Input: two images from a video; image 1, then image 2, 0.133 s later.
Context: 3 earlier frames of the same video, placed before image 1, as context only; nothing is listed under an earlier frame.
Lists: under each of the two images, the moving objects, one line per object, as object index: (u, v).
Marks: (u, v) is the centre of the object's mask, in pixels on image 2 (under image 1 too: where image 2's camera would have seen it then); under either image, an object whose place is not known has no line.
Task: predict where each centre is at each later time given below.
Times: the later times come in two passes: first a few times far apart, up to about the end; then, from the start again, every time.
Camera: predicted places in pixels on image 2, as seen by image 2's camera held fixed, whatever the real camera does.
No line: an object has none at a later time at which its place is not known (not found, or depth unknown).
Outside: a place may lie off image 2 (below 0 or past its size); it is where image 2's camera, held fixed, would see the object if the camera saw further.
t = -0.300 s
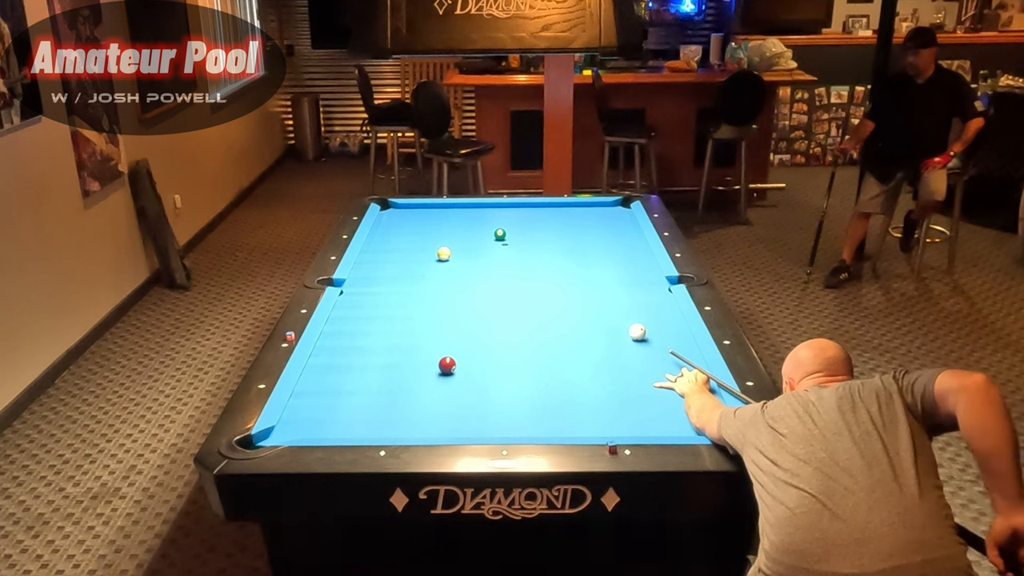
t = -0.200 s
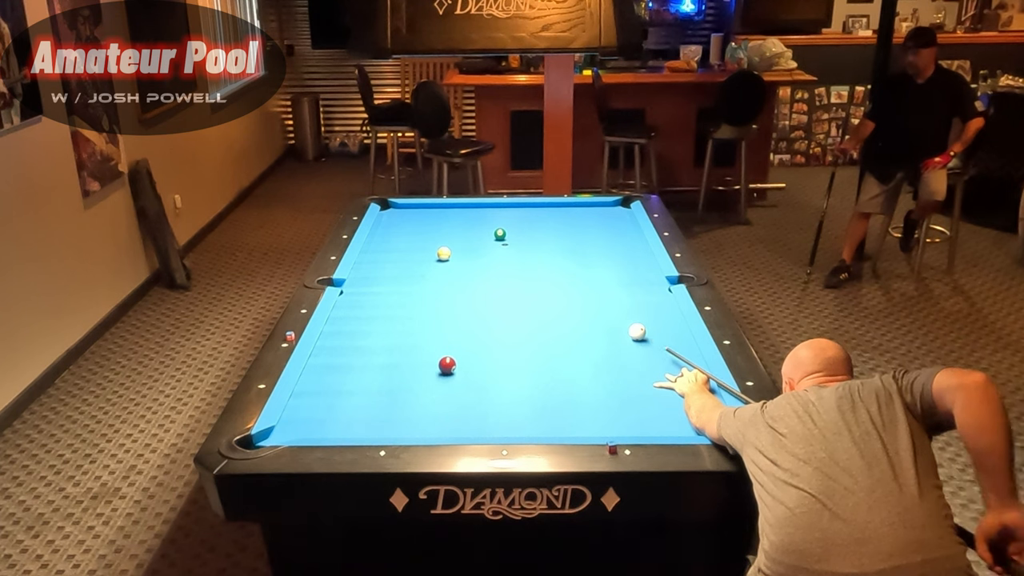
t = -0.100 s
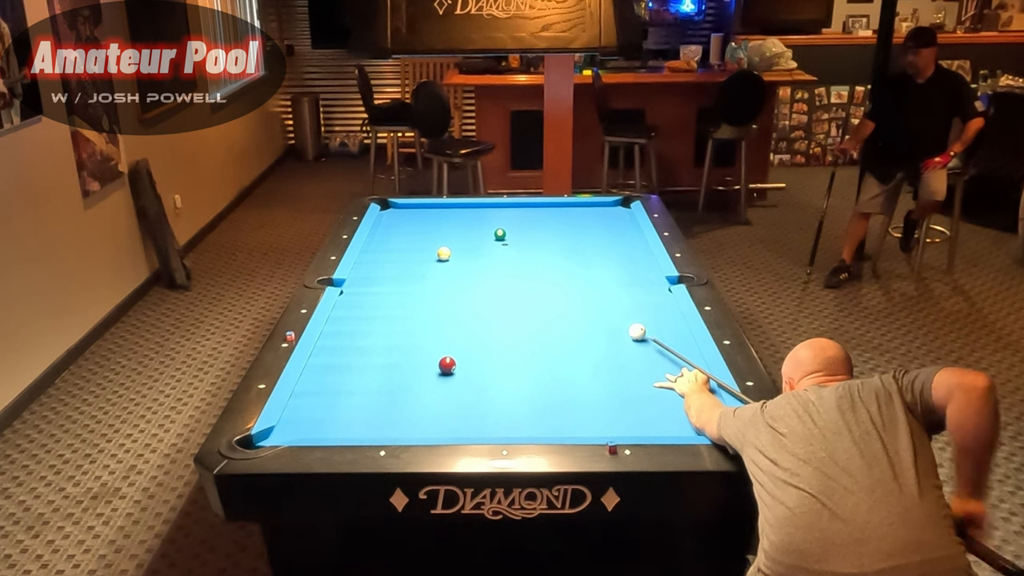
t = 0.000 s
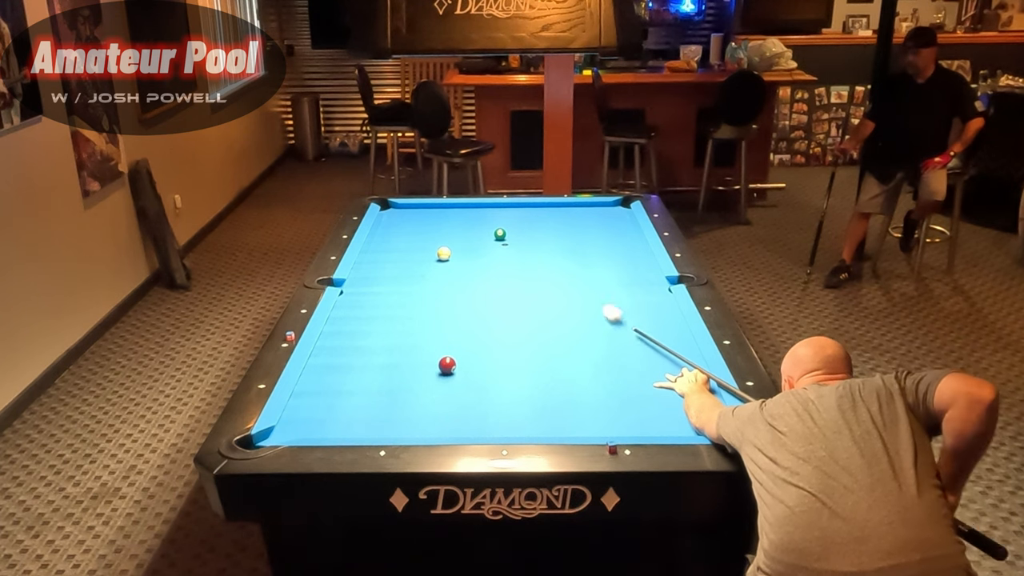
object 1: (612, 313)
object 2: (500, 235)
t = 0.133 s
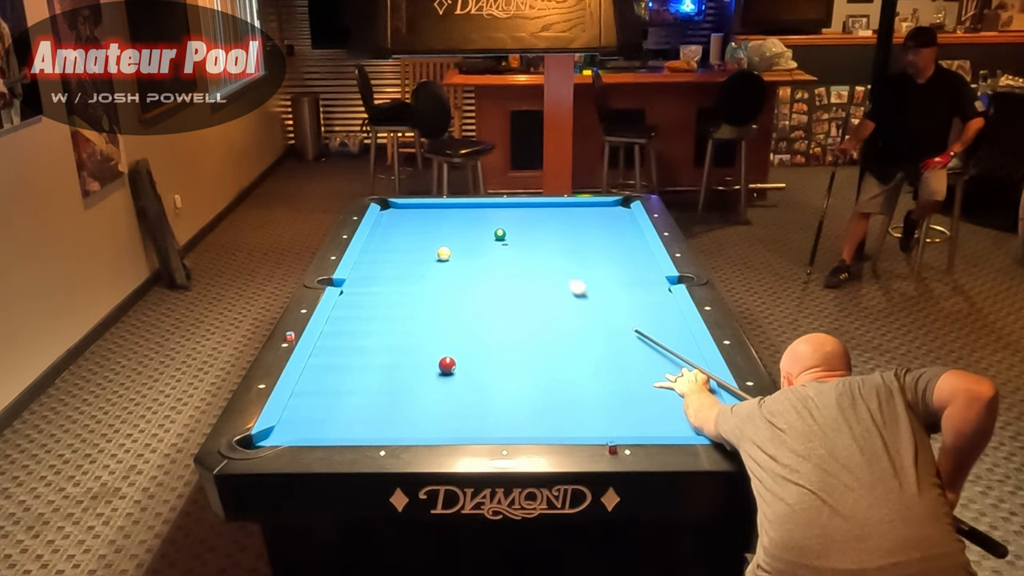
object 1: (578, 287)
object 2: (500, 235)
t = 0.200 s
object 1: (563, 276)
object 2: (500, 235)
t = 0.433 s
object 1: (520, 244)
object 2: (500, 234)
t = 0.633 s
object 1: (524, 229)
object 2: (467, 227)
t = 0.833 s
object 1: (536, 217)
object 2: (431, 219)
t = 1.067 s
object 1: (550, 205)
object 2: (395, 210)
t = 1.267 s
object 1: (568, 209)
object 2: (387, 204)
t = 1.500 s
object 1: (591, 216)
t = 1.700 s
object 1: (610, 222)
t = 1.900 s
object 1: (631, 228)
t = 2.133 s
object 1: (628, 235)
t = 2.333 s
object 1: (620, 240)
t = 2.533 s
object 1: (611, 245)
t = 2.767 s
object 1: (602, 251)
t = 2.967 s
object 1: (594, 256)
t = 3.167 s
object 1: (585, 262)
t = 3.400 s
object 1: (576, 267)
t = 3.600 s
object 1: (568, 272)
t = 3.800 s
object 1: (560, 277)
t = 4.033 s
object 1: (551, 282)
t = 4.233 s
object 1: (544, 288)
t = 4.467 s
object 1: (535, 293)
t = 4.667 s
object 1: (528, 297)
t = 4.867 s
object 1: (521, 301)
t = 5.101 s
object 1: (513, 306)
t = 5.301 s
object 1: (508, 309)
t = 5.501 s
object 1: (501, 313)
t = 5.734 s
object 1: (495, 316)
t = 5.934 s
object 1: (490, 320)
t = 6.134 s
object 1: (485, 323)
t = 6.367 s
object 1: (481, 326)
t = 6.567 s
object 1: (477, 328)
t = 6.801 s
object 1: (474, 330)
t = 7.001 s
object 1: (471, 332)
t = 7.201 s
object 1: (469, 333)
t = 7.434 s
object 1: (468, 334)
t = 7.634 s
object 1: (467, 335)
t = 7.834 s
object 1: (466, 335)
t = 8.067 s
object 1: (466, 335)
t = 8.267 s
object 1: (466, 335)
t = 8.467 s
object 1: (466, 335)
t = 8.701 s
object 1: (466, 335)
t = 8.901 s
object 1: (466, 335)
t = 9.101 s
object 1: (466, 335)
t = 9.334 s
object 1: (466, 335)
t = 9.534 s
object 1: (466, 335)
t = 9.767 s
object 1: (466, 335)
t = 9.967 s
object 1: (466, 335)
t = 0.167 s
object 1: (570, 282)
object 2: (500, 235)
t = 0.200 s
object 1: (563, 276)
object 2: (500, 235)
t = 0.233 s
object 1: (557, 271)
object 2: (500, 235)
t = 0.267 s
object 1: (550, 266)
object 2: (500, 235)
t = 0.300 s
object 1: (544, 262)
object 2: (500, 235)
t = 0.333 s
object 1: (537, 257)
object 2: (500, 235)
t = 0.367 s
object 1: (531, 252)
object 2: (500, 234)
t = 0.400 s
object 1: (526, 249)
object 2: (500, 234)
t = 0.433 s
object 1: (520, 244)
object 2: (500, 234)
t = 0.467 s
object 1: (515, 240)
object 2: (500, 234)
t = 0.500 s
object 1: (510, 237)
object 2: (499, 234)
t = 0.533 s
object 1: (513, 234)
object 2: (492, 233)
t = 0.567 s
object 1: (518, 233)
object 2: (483, 231)
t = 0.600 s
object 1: (521, 231)
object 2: (475, 228)
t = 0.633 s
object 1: (524, 229)
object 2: (467, 227)
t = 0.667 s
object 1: (526, 227)
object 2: (460, 225)
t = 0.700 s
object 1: (528, 225)
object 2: (454, 224)
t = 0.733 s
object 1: (531, 223)
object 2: (448, 223)
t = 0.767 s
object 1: (533, 221)
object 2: (442, 222)
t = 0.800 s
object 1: (534, 219)
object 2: (437, 220)
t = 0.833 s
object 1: (536, 217)
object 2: (431, 219)
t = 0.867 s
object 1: (538, 215)
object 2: (426, 218)
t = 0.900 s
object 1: (540, 213)
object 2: (421, 216)
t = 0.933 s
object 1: (542, 212)
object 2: (415, 216)
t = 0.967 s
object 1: (544, 210)
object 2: (410, 213)
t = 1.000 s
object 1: (546, 208)
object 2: (404, 213)
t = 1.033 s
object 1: (548, 206)
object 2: (399, 211)
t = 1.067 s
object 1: (550, 205)
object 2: (395, 210)
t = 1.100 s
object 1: (552, 204)
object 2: (389, 209)
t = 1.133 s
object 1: (556, 205)
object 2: (385, 207)
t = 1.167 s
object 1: (558, 207)
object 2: (386, 206)
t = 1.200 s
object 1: (562, 207)
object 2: (387, 206)
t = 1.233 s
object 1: (565, 208)
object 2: (388, 204)
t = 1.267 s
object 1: (568, 209)
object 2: (387, 204)
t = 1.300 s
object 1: (571, 210)
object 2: (386, 204)
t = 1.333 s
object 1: (574, 211)
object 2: (384, 204)
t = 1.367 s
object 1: (578, 212)
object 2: (383, 205)
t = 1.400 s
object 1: (581, 213)
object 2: (382, 208)
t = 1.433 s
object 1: (584, 214)
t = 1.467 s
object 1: (587, 215)
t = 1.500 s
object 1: (591, 216)
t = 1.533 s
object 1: (594, 217)
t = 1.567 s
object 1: (597, 218)
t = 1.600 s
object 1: (601, 219)
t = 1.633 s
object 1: (604, 220)
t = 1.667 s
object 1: (607, 221)
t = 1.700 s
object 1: (610, 222)
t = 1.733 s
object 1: (614, 223)
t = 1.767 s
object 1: (617, 224)
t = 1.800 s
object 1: (621, 225)
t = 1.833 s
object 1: (624, 226)
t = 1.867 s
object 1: (627, 227)
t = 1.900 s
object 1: (631, 228)
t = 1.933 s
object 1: (634, 229)
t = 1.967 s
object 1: (634, 230)
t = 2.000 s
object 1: (633, 231)
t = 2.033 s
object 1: (632, 232)
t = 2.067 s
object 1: (630, 233)
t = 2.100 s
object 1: (629, 234)
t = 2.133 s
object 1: (628, 235)
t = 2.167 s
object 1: (626, 236)
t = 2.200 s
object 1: (625, 237)
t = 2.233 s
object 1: (624, 237)
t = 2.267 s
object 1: (622, 238)
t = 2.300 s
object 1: (621, 239)
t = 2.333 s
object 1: (620, 240)
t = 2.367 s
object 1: (618, 241)
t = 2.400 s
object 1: (617, 242)
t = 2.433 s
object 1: (616, 243)
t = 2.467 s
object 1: (614, 243)
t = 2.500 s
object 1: (613, 244)
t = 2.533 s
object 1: (611, 245)
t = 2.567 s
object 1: (610, 246)
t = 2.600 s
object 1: (609, 247)
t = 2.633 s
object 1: (607, 248)
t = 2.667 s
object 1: (606, 249)
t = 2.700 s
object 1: (605, 249)
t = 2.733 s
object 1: (603, 250)
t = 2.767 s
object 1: (602, 251)
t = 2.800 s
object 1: (600, 252)
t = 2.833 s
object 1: (599, 253)
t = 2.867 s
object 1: (598, 254)
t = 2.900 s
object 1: (596, 255)
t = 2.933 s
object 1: (595, 256)
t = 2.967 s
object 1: (594, 256)
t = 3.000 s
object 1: (592, 257)
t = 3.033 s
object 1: (591, 258)
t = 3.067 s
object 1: (590, 259)
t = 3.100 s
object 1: (588, 260)
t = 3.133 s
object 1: (587, 261)
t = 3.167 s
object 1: (585, 262)
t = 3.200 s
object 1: (584, 263)
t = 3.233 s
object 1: (583, 264)
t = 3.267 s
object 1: (582, 264)
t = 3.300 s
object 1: (580, 265)
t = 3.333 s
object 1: (579, 266)
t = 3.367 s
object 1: (578, 267)
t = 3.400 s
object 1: (576, 267)
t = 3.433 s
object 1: (575, 268)
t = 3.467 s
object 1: (573, 269)
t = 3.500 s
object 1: (572, 270)
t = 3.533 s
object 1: (571, 271)
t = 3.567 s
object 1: (570, 272)
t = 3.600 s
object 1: (568, 272)
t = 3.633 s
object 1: (567, 273)
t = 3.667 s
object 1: (565, 274)
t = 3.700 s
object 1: (564, 275)
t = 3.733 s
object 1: (563, 276)
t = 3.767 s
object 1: (561, 277)
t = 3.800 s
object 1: (560, 277)
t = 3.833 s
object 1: (559, 278)
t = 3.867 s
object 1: (557, 279)
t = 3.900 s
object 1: (556, 279)
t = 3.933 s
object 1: (555, 280)
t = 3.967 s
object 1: (553, 281)
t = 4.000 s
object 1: (553, 282)
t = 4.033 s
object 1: (551, 282)
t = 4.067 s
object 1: (550, 283)
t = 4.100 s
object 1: (549, 284)
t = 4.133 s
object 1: (547, 285)
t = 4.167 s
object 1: (546, 286)
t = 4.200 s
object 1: (545, 287)
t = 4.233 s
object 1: (544, 288)
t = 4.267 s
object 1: (542, 288)
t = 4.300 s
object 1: (541, 289)
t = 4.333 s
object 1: (540, 290)
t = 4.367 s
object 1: (539, 291)
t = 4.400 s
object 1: (537, 291)
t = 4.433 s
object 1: (536, 292)
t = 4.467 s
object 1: (535, 293)
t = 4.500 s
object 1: (534, 293)
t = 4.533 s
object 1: (532, 294)
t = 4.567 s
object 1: (531, 295)
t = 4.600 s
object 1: (530, 296)
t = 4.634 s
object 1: (529, 296)
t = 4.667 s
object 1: (528, 297)
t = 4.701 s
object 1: (526, 298)
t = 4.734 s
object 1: (525, 298)
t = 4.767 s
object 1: (524, 299)
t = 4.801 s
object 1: (523, 300)
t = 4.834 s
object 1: (522, 301)
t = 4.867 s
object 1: (521, 301)
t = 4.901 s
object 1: (520, 302)
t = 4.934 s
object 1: (519, 302)
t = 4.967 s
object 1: (518, 303)
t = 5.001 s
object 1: (517, 304)
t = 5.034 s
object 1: (516, 305)
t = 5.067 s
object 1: (514, 305)
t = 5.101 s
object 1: (513, 306)
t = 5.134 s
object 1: (512, 307)
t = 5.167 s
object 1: (511, 307)
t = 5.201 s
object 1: (510, 308)
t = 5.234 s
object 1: (509, 308)
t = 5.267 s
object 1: (508, 309)
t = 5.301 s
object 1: (508, 309)
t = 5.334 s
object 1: (507, 310)
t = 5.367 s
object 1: (505, 311)
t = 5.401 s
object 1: (504, 311)
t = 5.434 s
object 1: (503, 312)
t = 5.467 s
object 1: (502, 313)
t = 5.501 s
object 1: (501, 313)
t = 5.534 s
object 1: (500, 314)
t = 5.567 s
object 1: (500, 314)
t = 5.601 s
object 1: (499, 315)
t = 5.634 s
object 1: (498, 316)
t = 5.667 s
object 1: (497, 316)
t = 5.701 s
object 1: (496, 317)
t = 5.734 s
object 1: (495, 316)
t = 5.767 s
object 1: (494, 317)
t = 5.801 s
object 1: (493, 318)
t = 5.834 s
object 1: (492, 319)
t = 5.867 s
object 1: (492, 319)
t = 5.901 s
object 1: (491, 320)
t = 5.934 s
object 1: (490, 320)
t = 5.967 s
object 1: (489, 321)
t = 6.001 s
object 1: (488, 321)
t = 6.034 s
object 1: (487, 322)
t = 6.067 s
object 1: (487, 322)
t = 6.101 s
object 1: (486, 323)
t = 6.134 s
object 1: (485, 323)
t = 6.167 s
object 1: (484, 324)
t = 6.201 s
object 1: (484, 324)
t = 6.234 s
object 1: (483, 325)
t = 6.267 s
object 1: (482, 325)
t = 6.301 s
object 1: (482, 325)
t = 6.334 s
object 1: (481, 326)
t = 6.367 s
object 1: (481, 326)
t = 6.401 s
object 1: (480, 326)
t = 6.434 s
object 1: (479, 327)
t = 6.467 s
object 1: (479, 327)
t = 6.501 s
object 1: (478, 328)
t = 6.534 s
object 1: (478, 328)
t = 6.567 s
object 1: (477, 328)
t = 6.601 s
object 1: (477, 329)
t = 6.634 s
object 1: (476, 329)
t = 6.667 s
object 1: (476, 329)
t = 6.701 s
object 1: (475, 330)
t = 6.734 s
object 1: (475, 330)
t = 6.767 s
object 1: (474, 330)
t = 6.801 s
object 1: (474, 330)
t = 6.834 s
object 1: (473, 331)
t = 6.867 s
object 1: (473, 331)
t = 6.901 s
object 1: (473, 331)
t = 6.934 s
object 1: (472, 331)
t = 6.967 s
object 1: (472, 332)
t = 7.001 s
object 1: (471, 332)
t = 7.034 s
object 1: (471, 332)
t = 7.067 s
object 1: (471, 333)
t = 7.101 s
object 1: (470, 333)
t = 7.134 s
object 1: (470, 333)
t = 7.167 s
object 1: (470, 332)
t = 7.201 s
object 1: (469, 333)
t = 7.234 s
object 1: (469, 333)
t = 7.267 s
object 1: (469, 334)
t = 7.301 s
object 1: (468, 334)
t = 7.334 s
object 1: (468, 334)
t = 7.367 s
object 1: (468, 334)
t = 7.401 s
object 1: (468, 334)
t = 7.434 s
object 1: (468, 334)
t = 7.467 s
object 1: (467, 334)
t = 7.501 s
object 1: (467, 334)
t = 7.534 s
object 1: (467, 334)
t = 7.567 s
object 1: (467, 335)
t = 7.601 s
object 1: (467, 334)
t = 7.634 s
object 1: (467, 335)
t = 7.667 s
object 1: (466, 335)
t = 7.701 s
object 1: (466, 335)
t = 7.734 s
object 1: (466, 335)
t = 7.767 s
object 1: (466, 335)
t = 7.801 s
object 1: (466, 335)
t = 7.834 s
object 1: (466, 335)
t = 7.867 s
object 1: (466, 335)
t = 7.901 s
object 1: (466, 335)
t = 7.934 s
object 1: (466, 335)
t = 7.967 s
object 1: (466, 335)
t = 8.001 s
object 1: (466, 335)
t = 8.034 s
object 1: (466, 335)
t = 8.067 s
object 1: (466, 335)
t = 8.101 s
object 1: (466, 335)
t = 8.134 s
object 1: (466, 335)
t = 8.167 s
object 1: (466, 335)
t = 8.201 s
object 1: (466, 335)
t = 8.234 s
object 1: (466, 335)
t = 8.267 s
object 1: (466, 335)
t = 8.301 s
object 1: (466, 335)
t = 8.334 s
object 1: (466, 335)
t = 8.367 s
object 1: (466, 335)
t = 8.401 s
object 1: (466, 335)
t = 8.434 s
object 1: (466, 335)
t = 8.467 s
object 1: (466, 335)
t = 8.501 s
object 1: (466, 335)
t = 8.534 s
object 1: (466, 335)
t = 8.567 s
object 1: (466, 335)
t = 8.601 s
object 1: (466, 335)
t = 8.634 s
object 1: (466, 335)
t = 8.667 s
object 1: (466, 335)
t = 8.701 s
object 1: (466, 335)
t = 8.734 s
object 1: (466, 335)
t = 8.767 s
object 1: (466, 335)
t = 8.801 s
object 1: (466, 335)
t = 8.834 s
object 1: (466, 335)
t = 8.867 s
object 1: (466, 335)
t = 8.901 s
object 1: (466, 335)
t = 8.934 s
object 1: (466, 335)
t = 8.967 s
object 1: (466, 335)
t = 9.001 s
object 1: (466, 335)
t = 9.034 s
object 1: (466, 335)
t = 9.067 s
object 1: (466, 335)
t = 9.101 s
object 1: (466, 335)
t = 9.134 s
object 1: (466, 335)
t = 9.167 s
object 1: (466, 335)
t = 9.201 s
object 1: (466, 335)
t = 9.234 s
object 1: (466, 335)
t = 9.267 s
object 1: (466, 335)
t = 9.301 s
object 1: (466, 335)
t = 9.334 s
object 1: (466, 335)
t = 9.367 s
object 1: (466, 335)
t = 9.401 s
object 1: (466, 335)
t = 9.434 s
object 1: (466, 335)
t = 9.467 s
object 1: (466, 335)
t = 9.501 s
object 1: (466, 335)
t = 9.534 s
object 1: (466, 335)
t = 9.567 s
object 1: (466, 335)
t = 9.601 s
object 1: (466, 335)
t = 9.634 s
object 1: (466, 335)
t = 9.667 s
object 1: (466, 335)
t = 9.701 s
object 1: (466, 335)
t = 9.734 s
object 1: (466, 335)
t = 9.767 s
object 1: (466, 335)
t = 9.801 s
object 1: (466, 335)
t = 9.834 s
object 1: (466, 335)
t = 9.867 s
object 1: (466, 335)
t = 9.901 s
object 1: (466, 335)
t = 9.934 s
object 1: (466, 335)
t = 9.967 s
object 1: (466, 335)
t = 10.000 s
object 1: (466, 335)
